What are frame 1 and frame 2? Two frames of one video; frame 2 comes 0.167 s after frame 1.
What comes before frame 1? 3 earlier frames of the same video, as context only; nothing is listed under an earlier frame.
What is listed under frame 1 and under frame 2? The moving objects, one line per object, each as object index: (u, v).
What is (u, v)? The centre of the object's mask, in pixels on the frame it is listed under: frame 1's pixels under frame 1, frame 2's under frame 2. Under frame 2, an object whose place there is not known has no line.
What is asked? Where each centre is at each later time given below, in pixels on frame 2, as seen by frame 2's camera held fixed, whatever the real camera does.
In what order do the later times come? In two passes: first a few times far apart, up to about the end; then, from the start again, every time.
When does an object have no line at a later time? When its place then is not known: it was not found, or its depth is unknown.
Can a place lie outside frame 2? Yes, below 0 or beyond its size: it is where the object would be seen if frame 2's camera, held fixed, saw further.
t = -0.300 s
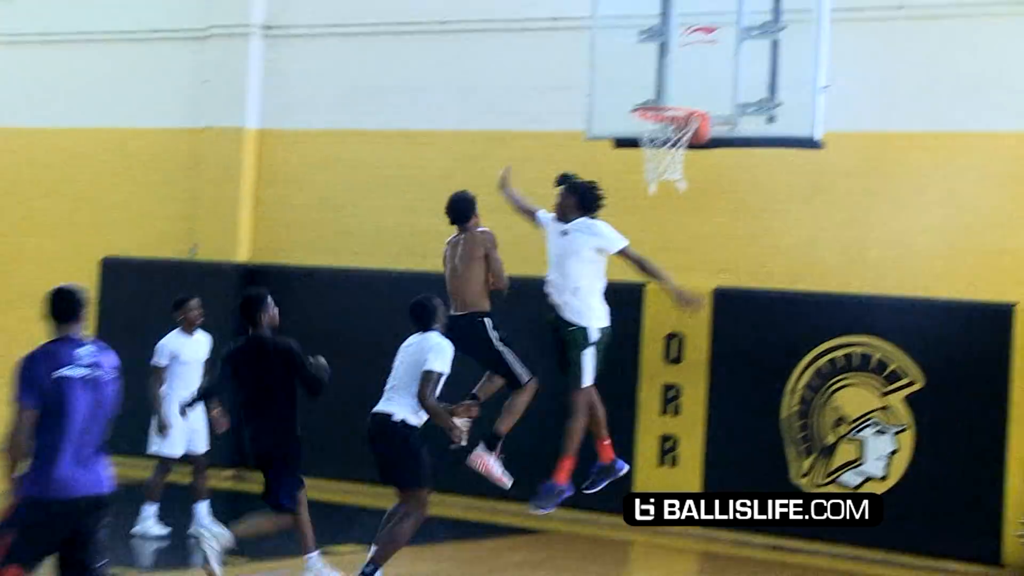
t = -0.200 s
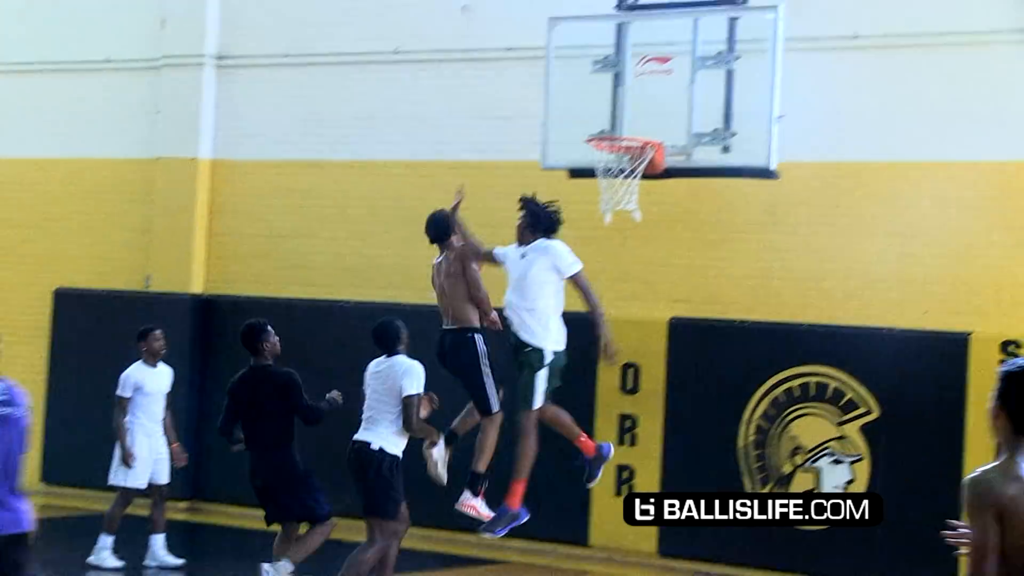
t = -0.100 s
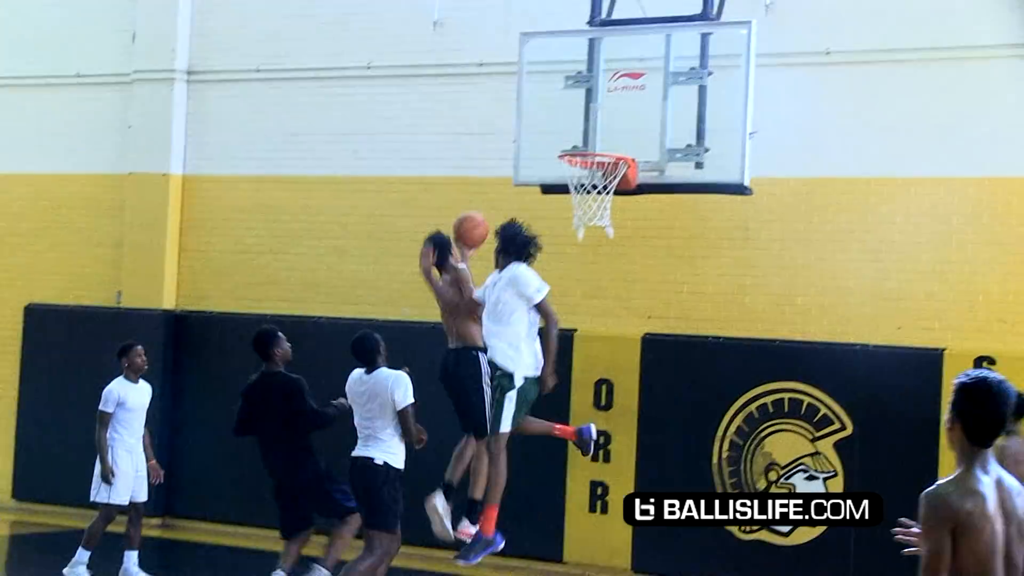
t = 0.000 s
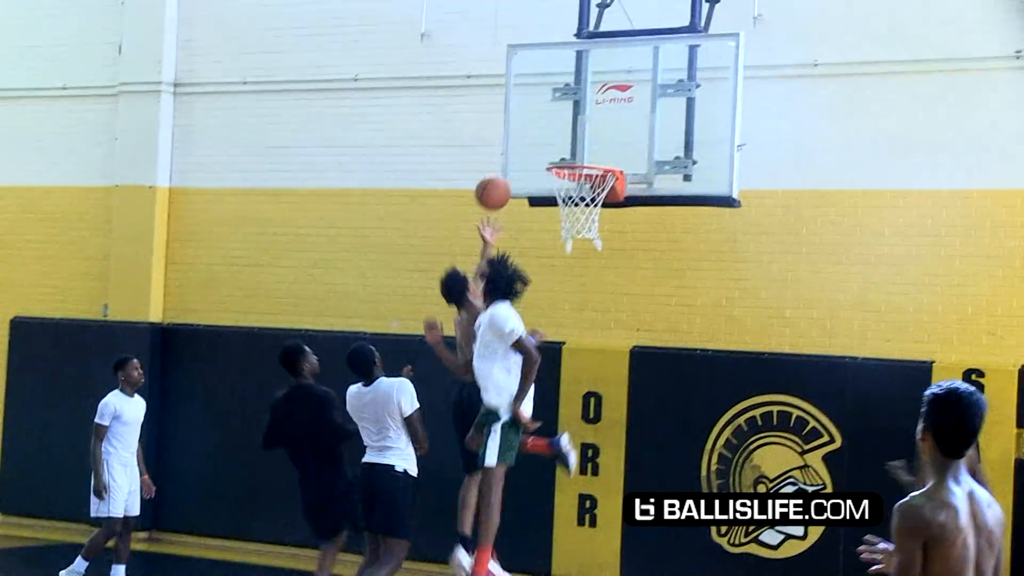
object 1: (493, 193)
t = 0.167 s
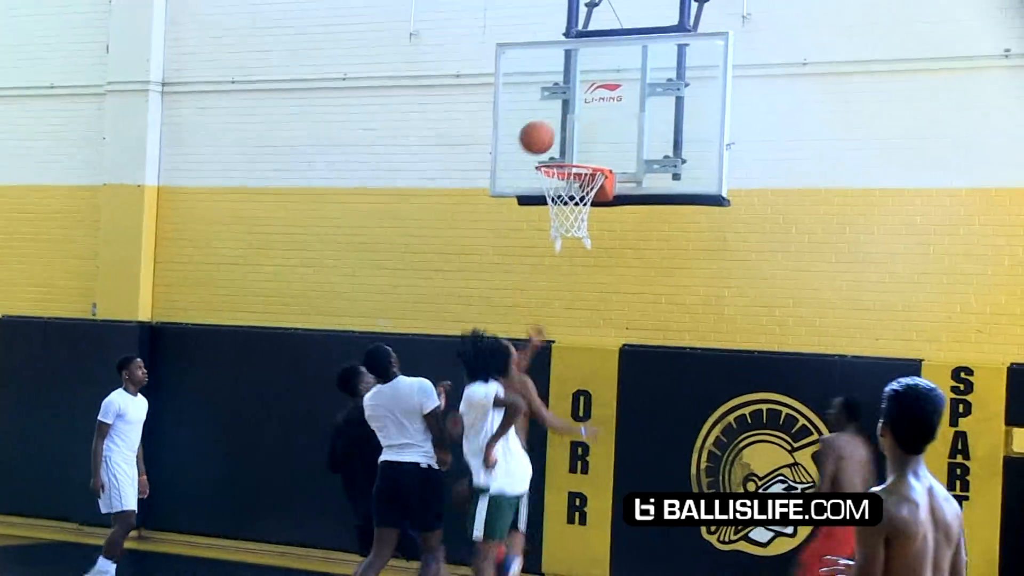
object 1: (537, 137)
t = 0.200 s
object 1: (548, 131)
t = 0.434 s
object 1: (581, 119)
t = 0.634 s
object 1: (582, 146)
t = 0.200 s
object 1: (548, 131)
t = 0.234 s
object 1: (558, 127)
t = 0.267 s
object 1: (569, 124)
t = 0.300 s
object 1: (574, 121)
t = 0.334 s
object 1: (576, 118)
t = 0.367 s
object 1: (578, 117)
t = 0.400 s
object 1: (579, 117)
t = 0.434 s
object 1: (581, 119)
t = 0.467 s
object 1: (582, 123)
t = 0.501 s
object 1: (584, 129)
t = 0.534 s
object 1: (585, 135)
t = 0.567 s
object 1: (586, 144)
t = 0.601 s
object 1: (586, 151)
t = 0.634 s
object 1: (582, 146)
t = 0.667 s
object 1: (578, 142)
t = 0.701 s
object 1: (573, 140)
